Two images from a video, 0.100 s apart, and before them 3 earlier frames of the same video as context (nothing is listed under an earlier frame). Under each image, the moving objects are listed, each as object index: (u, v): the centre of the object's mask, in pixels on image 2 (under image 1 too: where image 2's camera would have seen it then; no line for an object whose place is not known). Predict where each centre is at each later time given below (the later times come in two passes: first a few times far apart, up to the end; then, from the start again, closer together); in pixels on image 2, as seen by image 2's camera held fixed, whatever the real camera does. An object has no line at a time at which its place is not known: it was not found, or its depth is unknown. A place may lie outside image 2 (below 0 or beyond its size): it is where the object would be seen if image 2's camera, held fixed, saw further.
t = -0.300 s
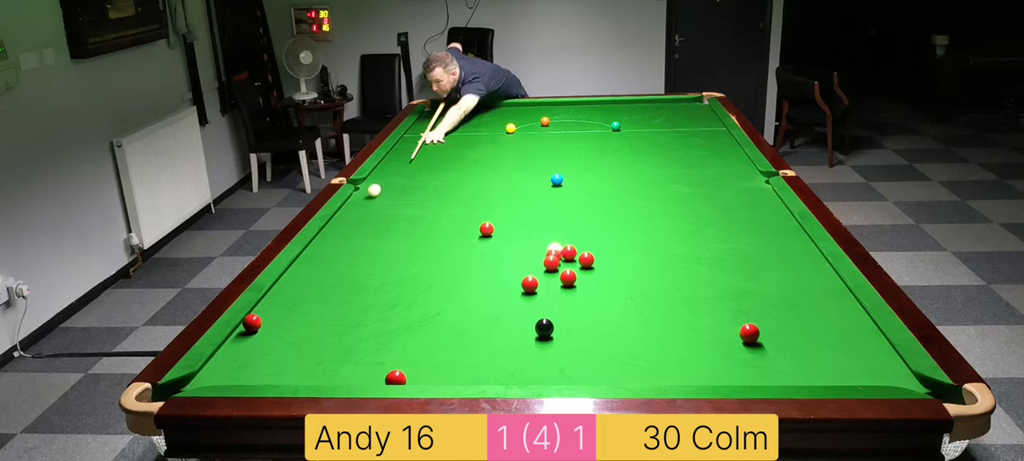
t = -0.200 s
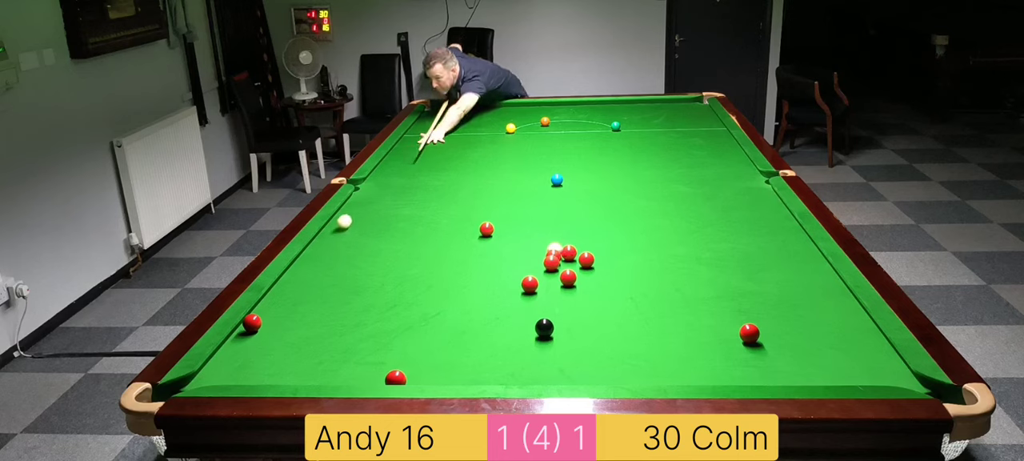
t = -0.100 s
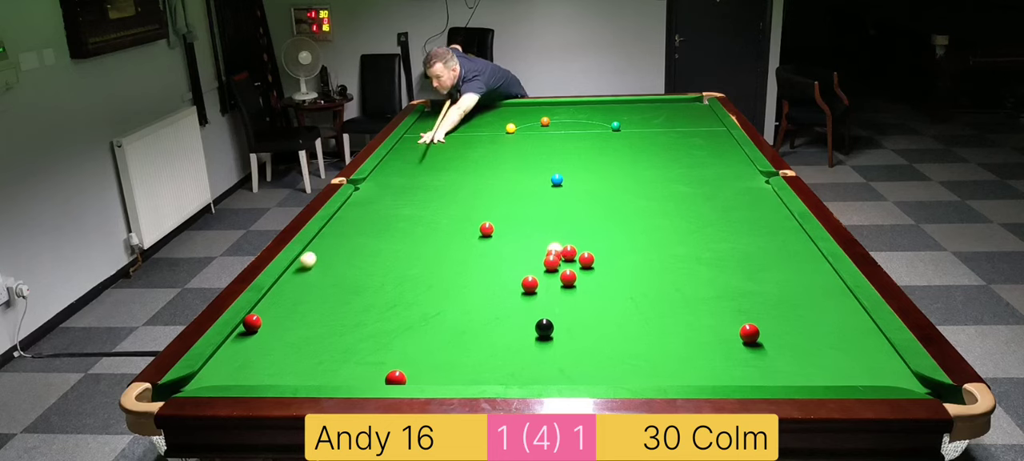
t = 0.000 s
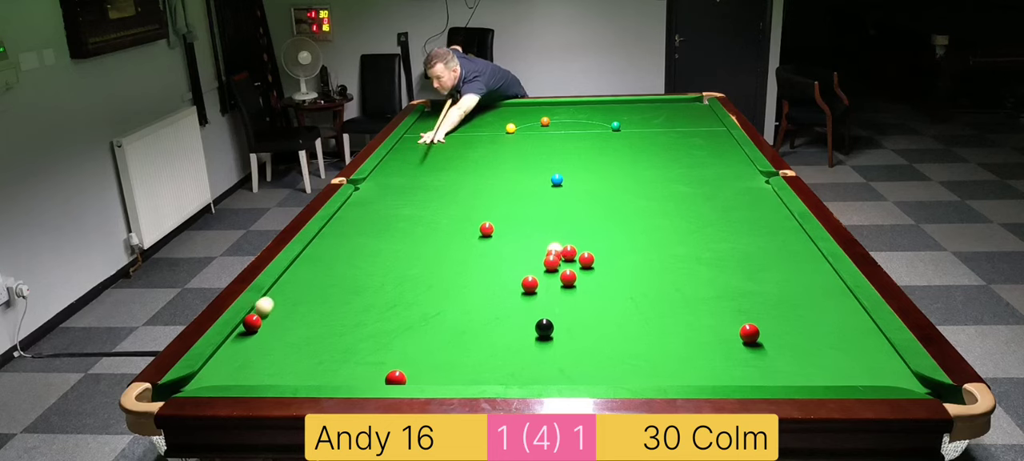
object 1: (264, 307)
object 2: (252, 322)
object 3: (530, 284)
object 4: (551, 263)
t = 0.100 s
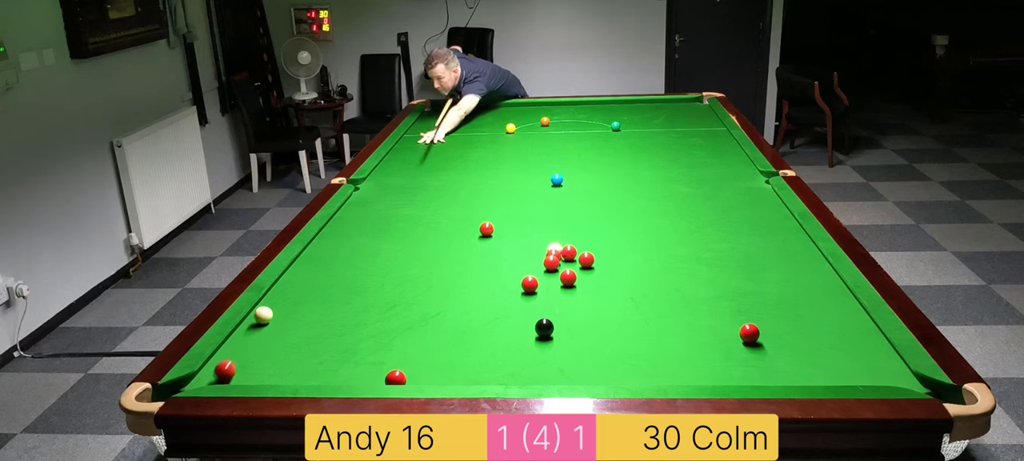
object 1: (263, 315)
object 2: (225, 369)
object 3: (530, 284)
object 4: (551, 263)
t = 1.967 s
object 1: (452, 287)
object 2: (480, 114)
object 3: (530, 284)
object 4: (551, 263)
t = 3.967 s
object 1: (538, 273)
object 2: (510, 172)
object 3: (530, 284)
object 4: (551, 263)
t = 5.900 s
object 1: (544, 274)
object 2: (509, 283)
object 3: (535, 290)
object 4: (577, 267)
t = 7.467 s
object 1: (544, 274)
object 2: (400, 321)
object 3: (571, 330)
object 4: (630, 279)
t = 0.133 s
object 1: (268, 314)
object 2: (220, 377)
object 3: (530, 284)
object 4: (551, 263)
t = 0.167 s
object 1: (272, 314)
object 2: (226, 363)
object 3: (530, 284)
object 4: (551, 263)
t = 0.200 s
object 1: (277, 313)
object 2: (233, 349)
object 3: (530, 284)
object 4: (551, 263)
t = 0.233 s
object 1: (281, 313)
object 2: (238, 337)
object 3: (530, 284)
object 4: (551, 263)
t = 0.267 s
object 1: (285, 312)
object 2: (246, 325)
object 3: (530, 284)
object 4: (551, 263)
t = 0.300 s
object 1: (290, 311)
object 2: (258, 315)
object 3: (530, 284)
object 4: (551, 263)
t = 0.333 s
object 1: (294, 311)
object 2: (269, 306)
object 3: (530, 284)
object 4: (551, 263)
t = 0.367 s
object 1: (298, 310)
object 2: (279, 298)
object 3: (530, 284)
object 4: (551, 263)
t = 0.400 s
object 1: (302, 310)
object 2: (288, 289)
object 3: (530, 284)
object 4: (551, 263)
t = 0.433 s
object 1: (306, 309)
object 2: (296, 282)
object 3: (530, 284)
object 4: (551, 263)
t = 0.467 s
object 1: (310, 309)
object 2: (303, 275)
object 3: (530, 284)
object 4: (551, 263)
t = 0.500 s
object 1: (314, 308)
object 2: (311, 268)
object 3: (530, 284)
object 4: (551, 263)
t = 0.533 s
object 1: (318, 307)
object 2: (318, 262)
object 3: (530, 284)
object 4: (551, 263)
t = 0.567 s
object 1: (322, 307)
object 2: (325, 255)
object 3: (530, 284)
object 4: (551, 263)
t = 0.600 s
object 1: (326, 306)
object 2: (332, 249)
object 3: (530, 284)
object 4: (551, 263)
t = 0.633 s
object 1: (330, 306)
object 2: (338, 243)
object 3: (530, 284)
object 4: (551, 263)
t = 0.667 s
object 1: (333, 305)
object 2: (344, 238)
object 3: (530, 284)
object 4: (551, 263)
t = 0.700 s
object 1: (337, 305)
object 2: (350, 233)
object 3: (530, 284)
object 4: (551, 263)
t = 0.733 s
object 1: (341, 304)
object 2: (356, 228)
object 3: (530, 284)
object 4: (551, 263)
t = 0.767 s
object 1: (344, 304)
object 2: (361, 222)
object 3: (530, 284)
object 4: (551, 263)
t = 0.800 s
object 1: (348, 303)
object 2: (367, 218)
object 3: (530, 284)
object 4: (551, 263)
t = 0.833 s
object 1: (352, 303)
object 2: (372, 213)
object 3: (530, 284)
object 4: (551, 263)
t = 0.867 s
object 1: (355, 302)
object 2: (377, 208)
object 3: (530, 284)
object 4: (551, 263)
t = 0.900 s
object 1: (359, 301)
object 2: (382, 204)
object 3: (530, 284)
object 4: (551, 263)
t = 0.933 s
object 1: (363, 301)
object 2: (386, 200)
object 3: (530, 284)
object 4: (551, 263)
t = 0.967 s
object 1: (366, 300)
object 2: (391, 195)
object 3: (530, 284)
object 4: (551, 263)
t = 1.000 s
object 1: (369, 300)
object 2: (395, 192)
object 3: (530, 284)
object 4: (551, 263)
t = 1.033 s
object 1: (373, 299)
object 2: (399, 188)
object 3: (530, 284)
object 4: (551, 263)
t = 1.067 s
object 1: (376, 299)
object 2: (403, 184)
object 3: (530, 284)
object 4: (551, 263)
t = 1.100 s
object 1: (379, 299)
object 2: (407, 181)
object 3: (530, 284)
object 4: (551, 263)
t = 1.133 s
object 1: (383, 298)
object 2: (411, 177)
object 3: (530, 284)
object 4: (551, 263)
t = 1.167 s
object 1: (386, 297)
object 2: (415, 174)
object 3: (530, 284)
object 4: (551, 263)
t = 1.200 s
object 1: (389, 297)
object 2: (418, 170)
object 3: (530, 284)
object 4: (551, 263)
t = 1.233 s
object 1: (392, 296)
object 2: (422, 167)
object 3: (530, 284)
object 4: (551, 263)
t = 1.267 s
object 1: (395, 296)
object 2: (425, 164)
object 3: (530, 284)
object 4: (551, 263)
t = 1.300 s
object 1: (398, 296)
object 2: (428, 161)
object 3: (530, 284)
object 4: (551, 263)
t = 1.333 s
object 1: (401, 295)
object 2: (432, 158)
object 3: (530, 284)
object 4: (551, 263)
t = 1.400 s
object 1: (407, 294)
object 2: (438, 152)
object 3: (530, 284)
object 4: (551, 263)
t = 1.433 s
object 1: (410, 294)
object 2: (441, 150)
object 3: (530, 284)
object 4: (551, 263)
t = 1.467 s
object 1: (413, 293)
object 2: (444, 147)
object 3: (530, 284)
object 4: (551, 263)
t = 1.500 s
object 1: (416, 293)
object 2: (447, 145)
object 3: (530, 284)
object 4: (551, 263)
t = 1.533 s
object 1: (419, 292)
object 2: (449, 142)
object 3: (530, 284)
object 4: (551, 263)
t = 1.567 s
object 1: (421, 292)
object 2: (452, 140)
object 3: (530, 284)
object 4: (551, 263)
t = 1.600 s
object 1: (424, 292)
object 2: (455, 137)
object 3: (530, 284)
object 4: (551, 263)
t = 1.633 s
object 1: (427, 291)
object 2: (457, 135)
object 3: (530, 284)
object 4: (551, 263)
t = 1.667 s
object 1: (430, 291)
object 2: (460, 133)
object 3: (530, 284)
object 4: (551, 263)
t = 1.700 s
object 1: (432, 291)
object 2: (462, 130)
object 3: (530, 284)
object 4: (551, 263)
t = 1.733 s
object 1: (435, 290)
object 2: (464, 128)
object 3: (530, 284)
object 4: (551, 263)
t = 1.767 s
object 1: (437, 290)
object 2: (467, 126)
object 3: (530, 284)
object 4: (551, 263)
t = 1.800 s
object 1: (440, 289)
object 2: (469, 124)
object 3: (530, 284)
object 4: (551, 263)
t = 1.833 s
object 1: (442, 289)
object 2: (471, 122)
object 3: (530, 284)
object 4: (551, 263)
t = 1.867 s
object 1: (445, 288)
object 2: (473, 120)
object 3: (530, 284)
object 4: (551, 263)
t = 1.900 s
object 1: (447, 288)
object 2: (475, 118)
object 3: (530, 284)
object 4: (551, 263)
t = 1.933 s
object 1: (450, 288)
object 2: (478, 116)
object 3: (530, 284)
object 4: (551, 263)
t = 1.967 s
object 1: (452, 287)
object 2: (480, 114)
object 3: (530, 284)
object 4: (551, 263)
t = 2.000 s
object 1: (454, 287)
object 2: (482, 113)
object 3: (530, 284)
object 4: (551, 263)
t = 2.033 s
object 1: (457, 287)
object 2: (483, 111)
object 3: (530, 284)
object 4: (551, 263)
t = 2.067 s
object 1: (459, 286)
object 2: (485, 109)
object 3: (530, 284)
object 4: (551, 263)
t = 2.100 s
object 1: (461, 286)
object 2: (487, 107)
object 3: (530, 284)
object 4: (551, 263)
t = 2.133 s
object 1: (463, 286)
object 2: (489, 106)
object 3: (530, 284)
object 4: (551, 263)
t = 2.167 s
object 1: (465, 285)
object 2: (490, 104)
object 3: (530, 284)
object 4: (551, 263)
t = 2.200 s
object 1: (467, 285)
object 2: (491, 105)
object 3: (530, 284)
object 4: (551, 263)
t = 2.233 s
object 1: (469, 285)
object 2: (491, 107)
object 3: (530, 284)
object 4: (551, 263)
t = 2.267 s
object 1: (471, 284)
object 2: (491, 108)
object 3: (530, 284)
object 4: (551, 263)
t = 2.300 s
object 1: (474, 284)
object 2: (491, 109)
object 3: (530, 284)
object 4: (551, 263)
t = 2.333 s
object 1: (476, 284)
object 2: (491, 110)
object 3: (530, 284)
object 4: (551, 263)
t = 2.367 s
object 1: (477, 283)
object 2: (492, 111)
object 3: (530, 284)
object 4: (551, 263)
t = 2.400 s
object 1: (479, 283)
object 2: (492, 112)
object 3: (530, 284)
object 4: (551, 263)
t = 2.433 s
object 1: (481, 283)
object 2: (492, 114)
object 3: (530, 284)
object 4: (551, 263)
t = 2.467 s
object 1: (483, 283)
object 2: (492, 115)
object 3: (530, 284)
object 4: (551, 263)
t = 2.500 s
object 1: (485, 282)
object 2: (493, 116)
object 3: (530, 284)
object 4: (551, 263)
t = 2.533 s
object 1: (487, 282)
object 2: (493, 117)
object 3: (530, 284)
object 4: (551, 263)
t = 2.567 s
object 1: (489, 282)
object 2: (494, 118)
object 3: (530, 284)
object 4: (551, 263)
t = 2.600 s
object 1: (491, 281)
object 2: (494, 119)
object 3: (530, 284)
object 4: (551, 263)
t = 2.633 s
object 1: (492, 281)
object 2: (494, 120)
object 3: (530, 284)
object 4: (551, 263)
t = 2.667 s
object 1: (494, 281)
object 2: (494, 121)
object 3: (530, 284)
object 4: (551, 263)
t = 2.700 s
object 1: (495, 281)
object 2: (495, 122)
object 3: (530, 284)
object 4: (551, 263)
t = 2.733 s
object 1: (497, 280)
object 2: (495, 123)
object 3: (530, 284)
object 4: (551, 263)
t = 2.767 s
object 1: (499, 280)
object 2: (496, 124)
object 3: (530, 284)
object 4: (551, 263)
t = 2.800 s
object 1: (500, 280)
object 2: (496, 125)
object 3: (530, 284)
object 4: (551, 263)
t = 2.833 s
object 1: (502, 280)
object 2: (496, 127)
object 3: (530, 284)
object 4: (551, 263)
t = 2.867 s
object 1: (503, 279)
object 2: (496, 128)
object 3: (530, 284)
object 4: (551, 263)
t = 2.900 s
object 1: (505, 279)
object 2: (497, 129)
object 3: (530, 284)
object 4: (551, 263)
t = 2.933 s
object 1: (506, 279)
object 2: (497, 130)
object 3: (530, 284)
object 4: (551, 263)
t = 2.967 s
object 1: (507, 279)
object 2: (498, 131)
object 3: (530, 284)
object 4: (551, 263)
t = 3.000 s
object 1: (509, 278)
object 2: (498, 133)
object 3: (530, 284)
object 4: (551, 263)
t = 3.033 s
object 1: (510, 278)
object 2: (498, 134)
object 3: (530, 284)
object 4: (551, 263)
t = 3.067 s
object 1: (512, 278)
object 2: (499, 135)
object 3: (530, 284)
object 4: (551, 263)
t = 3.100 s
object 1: (513, 278)
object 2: (499, 136)
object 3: (530, 284)
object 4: (551, 263)
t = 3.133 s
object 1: (514, 277)
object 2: (499, 137)
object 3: (530, 284)
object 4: (551, 263)
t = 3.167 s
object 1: (515, 277)
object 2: (500, 139)
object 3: (530, 284)
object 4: (551, 263)
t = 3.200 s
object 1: (516, 277)
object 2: (500, 140)
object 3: (530, 284)
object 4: (551, 263)
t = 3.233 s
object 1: (517, 276)
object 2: (501, 141)
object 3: (530, 284)
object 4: (551, 263)
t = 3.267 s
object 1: (518, 276)
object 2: (501, 142)
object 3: (530, 284)
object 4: (551, 263)
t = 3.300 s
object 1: (519, 276)
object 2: (501, 144)
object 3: (530, 284)
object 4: (551, 263)
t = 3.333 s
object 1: (520, 275)
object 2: (502, 145)
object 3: (530, 284)
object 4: (551, 263)
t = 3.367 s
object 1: (521, 275)
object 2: (502, 146)
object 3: (530, 284)
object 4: (551, 263)
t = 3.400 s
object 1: (522, 274)
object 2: (502, 148)
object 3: (530, 284)
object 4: (551, 263)
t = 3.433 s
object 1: (524, 274)
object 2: (503, 149)
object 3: (530, 284)
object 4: (551, 263)
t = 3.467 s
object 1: (524, 273)
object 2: (503, 150)
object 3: (530, 284)
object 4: (551, 263)
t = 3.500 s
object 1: (526, 273)
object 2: (504, 152)
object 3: (530, 284)
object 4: (551, 263)
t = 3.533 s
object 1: (527, 272)
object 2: (504, 153)
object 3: (529, 284)
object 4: (551, 263)
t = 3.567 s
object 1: (528, 272)
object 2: (505, 154)
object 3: (530, 284)
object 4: (551, 263)
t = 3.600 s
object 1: (529, 272)
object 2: (505, 156)
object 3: (530, 284)
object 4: (551, 263)
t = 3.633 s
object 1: (530, 272)
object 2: (505, 157)
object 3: (530, 284)
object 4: (551, 263)
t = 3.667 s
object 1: (531, 272)
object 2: (506, 159)
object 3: (530, 284)
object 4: (551, 263)
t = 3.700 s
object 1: (532, 272)
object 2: (506, 160)
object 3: (530, 284)
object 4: (551, 263)
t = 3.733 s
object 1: (534, 272)
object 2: (507, 162)
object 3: (530, 284)
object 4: (551, 263)
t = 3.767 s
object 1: (535, 272)
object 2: (507, 163)
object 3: (530, 284)
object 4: (551, 263)
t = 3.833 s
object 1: (536, 272)
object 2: (508, 166)
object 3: (530, 284)
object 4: (551, 263)
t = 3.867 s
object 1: (536, 273)
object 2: (509, 168)
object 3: (530, 284)
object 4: (551, 263)
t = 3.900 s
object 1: (537, 273)
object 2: (509, 169)
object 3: (530, 284)
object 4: (551, 263)
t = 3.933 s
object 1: (537, 273)
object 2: (510, 171)
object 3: (530, 284)
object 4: (551, 263)
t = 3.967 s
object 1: (538, 273)
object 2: (510, 172)
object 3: (530, 284)
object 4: (551, 263)
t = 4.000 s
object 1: (539, 273)
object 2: (510, 174)
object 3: (530, 284)
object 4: (551, 263)
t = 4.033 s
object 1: (539, 273)
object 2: (511, 175)
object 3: (530, 284)
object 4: (551, 263)
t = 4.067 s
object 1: (540, 273)
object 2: (511, 177)
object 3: (530, 284)
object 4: (551, 263)
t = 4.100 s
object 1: (540, 273)
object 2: (512, 179)
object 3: (530, 284)
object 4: (552, 263)
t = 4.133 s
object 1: (540, 273)
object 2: (512, 180)
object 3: (530, 284)
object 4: (552, 263)
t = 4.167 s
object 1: (541, 273)
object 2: (513, 182)
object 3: (530, 284)
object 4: (552, 263)
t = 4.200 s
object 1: (541, 273)
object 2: (514, 183)
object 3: (530, 284)
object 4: (552, 262)
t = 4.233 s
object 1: (541, 274)
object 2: (514, 185)
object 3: (530, 284)
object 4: (552, 262)
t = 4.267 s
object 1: (542, 274)
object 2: (515, 187)
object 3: (530, 284)
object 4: (552, 262)
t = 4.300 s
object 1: (542, 274)
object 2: (515, 189)
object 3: (530, 284)
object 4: (552, 262)
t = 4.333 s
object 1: (542, 274)
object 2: (516, 190)
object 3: (530, 284)
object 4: (552, 262)
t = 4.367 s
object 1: (542, 274)
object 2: (516, 192)
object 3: (530, 284)
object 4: (552, 262)
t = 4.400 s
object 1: (543, 273)
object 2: (517, 194)
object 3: (530, 284)
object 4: (552, 262)
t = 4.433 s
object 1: (543, 274)
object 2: (517, 196)
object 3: (530, 284)
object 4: (552, 262)
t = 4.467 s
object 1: (543, 273)
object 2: (518, 197)
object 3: (530, 284)
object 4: (552, 262)
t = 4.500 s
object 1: (543, 274)
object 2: (519, 199)
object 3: (530, 284)
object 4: (552, 262)
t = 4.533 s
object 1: (543, 274)
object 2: (519, 201)
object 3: (530, 284)
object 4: (552, 262)
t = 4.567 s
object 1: (543, 274)
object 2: (520, 203)
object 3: (530, 284)
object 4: (552, 262)
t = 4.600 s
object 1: (543, 274)
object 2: (520, 205)
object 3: (530, 284)
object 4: (552, 262)
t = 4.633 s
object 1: (543, 274)
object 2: (521, 207)
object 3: (530, 284)
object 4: (552, 262)
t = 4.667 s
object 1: (543, 274)
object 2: (521, 208)
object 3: (530, 284)
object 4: (552, 262)
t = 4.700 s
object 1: (543, 274)
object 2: (522, 210)
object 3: (530, 284)
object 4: (552, 262)
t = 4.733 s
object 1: (543, 274)
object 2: (523, 212)
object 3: (530, 284)
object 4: (552, 262)
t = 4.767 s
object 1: (543, 274)
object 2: (523, 214)
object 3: (530, 284)
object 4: (552, 262)
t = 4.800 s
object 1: (543, 274)
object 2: (524, 216)
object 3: (530, 284)
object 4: (552, 262)
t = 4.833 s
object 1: (544, 274)
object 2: (524, 218)
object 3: (530, 284)
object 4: (552, 262)
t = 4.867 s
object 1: (544, 274)
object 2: (525, 220)
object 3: (530, 284)
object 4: (552, 262)
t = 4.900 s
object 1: (544, 274)
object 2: (526, 222)
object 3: (530, 284)
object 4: (552, 262)
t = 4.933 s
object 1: (544, 274)
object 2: (526, 224)
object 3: (530, 284)
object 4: (552, 262)
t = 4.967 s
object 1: (544, 274)
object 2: (527, 226)
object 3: (530, 284)
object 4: (552, 262)
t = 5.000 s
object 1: (544, 274)
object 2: (528, 229)
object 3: (530, 284)
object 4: (552, 262)
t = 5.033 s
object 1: (544, 274)
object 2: (528, 231)
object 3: (530, 284)
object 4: (552, 262)
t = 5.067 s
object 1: (544, 274)
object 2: (529, 233)
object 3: (530, 284)
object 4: (552, 262)
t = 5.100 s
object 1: (544, 274)
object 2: (529, 235)
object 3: (530, 284)
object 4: (552, 262)
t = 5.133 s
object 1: (544, 274)
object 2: (530, 237)
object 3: (530, 284)
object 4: (552, 262)
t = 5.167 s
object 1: (544, 274)
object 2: (531, 240)
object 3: (530, 284)
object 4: (552, 262)
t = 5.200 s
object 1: (544, 274)
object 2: (531, 242)
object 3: (530, 284)
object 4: (552, 262)
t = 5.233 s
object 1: (544, 274)
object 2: (532, 244)
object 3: (530, 284)
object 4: (552, 262)
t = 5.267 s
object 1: (544, 274)
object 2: (533, 246)
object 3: (530, 284)
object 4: (552, 262)
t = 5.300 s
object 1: (544, 274)
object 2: (533, 249)
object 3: (530, 284)
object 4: (552, 262)
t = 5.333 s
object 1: (544, 274)
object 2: (534, 251)
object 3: (530, 284)
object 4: (552, 262)
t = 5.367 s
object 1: (544, 274)
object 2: (535, 254)
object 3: (530, 284)
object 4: (552, 262)
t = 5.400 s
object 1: (544, 275)
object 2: (536, 256)
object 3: (530, 284)
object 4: (552, 262)
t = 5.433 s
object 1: (544, 274)
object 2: (536, 258)
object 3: (530, 284)
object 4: (552, 262)
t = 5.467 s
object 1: (544, 275)
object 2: (536, 260)
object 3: (530, 284)
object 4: (552, 262)
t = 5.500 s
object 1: (544, 275)
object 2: (534, 262)
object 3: (530, 284)
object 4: (555, 263)
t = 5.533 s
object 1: (544, 275)
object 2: (532, 265)
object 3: (530, 284)
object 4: (556, 264)
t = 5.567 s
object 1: (544, 275)
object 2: (531, 267)
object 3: (530, 284)
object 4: (558, 264)
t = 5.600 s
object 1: (544, 275)
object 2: (529, 268)
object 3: (530, 284)
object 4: (560, 264)
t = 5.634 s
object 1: (544, 274)
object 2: (528, 270)
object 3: (530, 284)
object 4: (562, 264)
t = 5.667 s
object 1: (544, 274)
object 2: (526, 271)
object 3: (530, 284)
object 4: (564, 264)
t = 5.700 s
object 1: (544, 274)
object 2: (524, 273)
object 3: (530, 284)
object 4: (566, 264)
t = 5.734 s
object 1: (544, 275)
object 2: (522, 276)
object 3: (529, 284)
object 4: (568, 264)
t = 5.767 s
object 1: (544, 274)
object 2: (519, 278)
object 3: (531, 285)
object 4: (570, 264)
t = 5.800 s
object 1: (544, 274)
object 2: (517, 280)
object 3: (532, 286)
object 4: (572, 265)
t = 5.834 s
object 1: (544, 274)
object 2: (515, 281)
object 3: (533, 287)
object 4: (574, 266)
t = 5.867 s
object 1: (544, 274)
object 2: (512, 282)
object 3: (534, 288)
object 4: (576, 266)
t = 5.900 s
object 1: (544, 274)
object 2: (509, 283)
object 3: (535, 290)
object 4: (577, 267)
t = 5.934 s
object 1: (544, 274)
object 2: (507, 284)
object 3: (536, 290)
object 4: (579, 268)
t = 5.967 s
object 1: (544, 274)
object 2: (504, 284)
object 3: (537, 291)
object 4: (580, 268)
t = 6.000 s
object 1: (544, 275)
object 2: (501, 285)
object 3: (538, 292)
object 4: (582, 268)
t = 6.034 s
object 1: (544, 274)
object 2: (499, 286)
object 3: (539, 294)
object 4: (584, 269)
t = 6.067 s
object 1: (544, 274)
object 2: (496, 287)
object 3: (540, 295)
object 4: (585, 269)
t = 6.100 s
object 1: (544, 274)
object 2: (493, 288)
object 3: (541, 296)
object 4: (587, 270)
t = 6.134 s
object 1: (544, 274)
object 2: (491, 289)
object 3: (542, 297)
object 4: (588, 270)
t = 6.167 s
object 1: (544, 274)
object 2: (488, 290)
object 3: (543, 298)
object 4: (590, 270)
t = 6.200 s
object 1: (544, 274)
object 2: (485, 291)
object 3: (544, 299)
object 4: (592, 270)
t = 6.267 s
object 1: (544, 274)
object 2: (480, 293)
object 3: (546, 301)
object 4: (595, 271)
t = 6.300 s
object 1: (544, 274)
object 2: (478, 294)
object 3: (547, 302)
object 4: (596, 271)
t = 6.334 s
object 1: (544, 274)
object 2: (475, 294)
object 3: (548, 303)
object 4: (597, 272)
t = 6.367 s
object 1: (544, 274)
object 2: (473, 295)
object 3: (548, 304)
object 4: (599, 272)
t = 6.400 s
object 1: (544, 274)
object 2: (470, 296)
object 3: (549, 305)
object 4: (600, 273)
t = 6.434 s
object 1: (544, 274)
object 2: (467, 297)
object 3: (550, 306)
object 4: (602, 273)
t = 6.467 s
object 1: (544, 274)
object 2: (465, 298)
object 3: (551, 307)
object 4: (603, 273)
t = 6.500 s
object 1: (544, 274)
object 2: (462, 299)
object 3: (552, 307)
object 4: (604, 274)
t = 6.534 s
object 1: (544, 274)
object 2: (460, 299)
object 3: (553, 308)
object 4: (606, 274)
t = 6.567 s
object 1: (544, 274)
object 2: (457, 300)
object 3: (554, 309)
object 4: (607, 274)
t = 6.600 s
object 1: (544, 274)
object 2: (455, 301)
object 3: (554, 310)
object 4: (608, 274)
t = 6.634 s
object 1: (544, 274)
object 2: (453, 302)
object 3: (555, 311)
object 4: (609, 275)
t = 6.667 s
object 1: (544, 274)
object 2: (450, 303)
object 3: (556, 312)
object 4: (610, 275)
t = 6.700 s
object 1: (544, 274)
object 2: (448, 304)
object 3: (557, 313)
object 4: (611, 275)
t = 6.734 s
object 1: (544, 274)
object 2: (446, 305)
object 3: (558, 314)
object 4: (613, 275)
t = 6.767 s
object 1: (544, 274)
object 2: (443, 305)
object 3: (558, 314)
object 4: (614, 275)
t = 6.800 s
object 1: (544, 274)
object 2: (441, 306)
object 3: (559, 316)
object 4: (615, 276)
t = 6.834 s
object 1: (544, 274)
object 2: (439, 307)
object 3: (560, 316)
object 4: (616, 276)
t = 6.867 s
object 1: (544, 274)
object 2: (436, 308)
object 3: (561, 317)
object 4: (617, 276)
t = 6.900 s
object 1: (544, 274)
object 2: (434, 309)
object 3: (561, 318)
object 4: (618, 276)
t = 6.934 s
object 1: (544, 274)
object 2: (432, 310)
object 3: (562, 319)
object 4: (619, 277)
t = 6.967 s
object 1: (544, 274)
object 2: (430, 310)
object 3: (563, 320)
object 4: (619, 277)
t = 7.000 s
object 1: (544, 274)
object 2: (428, 311)
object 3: (563, 321)
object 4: (620, 277)
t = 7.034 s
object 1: (544, 274)
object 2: (426, 312)
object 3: (564, 321)
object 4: (621, 277)
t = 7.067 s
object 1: (544, 274)
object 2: (424, 313)
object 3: (565, 322)
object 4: (622, 277)
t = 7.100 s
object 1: (544, 274)
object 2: (421, 313)
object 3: (565, 323)
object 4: (623, 277)
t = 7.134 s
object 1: (544, 274)
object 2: (419, 314)
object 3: (566, 323)
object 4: (624, 278)
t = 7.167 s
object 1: (544, 274)
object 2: (417, 315)
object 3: (566, 324)
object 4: (624, 278)
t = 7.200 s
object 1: (544, 274)
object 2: (415, 316)
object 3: (567, 325)
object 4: (625, 278)
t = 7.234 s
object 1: (544, 274)
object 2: (413, 316)
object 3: (568, 325)
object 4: (626, 278)
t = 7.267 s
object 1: (544, 274)
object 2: (411, 317)
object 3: (568, 326)
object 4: (627, 278)
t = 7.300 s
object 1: (544, 274)
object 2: (409, 318)
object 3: (569, 327)
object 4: (627, 278)
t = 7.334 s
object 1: (544, 274)
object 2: (408, 318)
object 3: (569, 327)
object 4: (628, 279)
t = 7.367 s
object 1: (544, 274)
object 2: (406, 319)
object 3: (570, 328)
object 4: (629, 279)
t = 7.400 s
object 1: (544, 274)
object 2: (404, 320)
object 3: (570, 329)
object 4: (629, 279)
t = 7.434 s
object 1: (544, 274)
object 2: (402, 320)
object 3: (571, 329)
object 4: (630, 279)
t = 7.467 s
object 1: (544, 274)
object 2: (400, 321)
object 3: (571, 330)
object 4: (630, 279)
